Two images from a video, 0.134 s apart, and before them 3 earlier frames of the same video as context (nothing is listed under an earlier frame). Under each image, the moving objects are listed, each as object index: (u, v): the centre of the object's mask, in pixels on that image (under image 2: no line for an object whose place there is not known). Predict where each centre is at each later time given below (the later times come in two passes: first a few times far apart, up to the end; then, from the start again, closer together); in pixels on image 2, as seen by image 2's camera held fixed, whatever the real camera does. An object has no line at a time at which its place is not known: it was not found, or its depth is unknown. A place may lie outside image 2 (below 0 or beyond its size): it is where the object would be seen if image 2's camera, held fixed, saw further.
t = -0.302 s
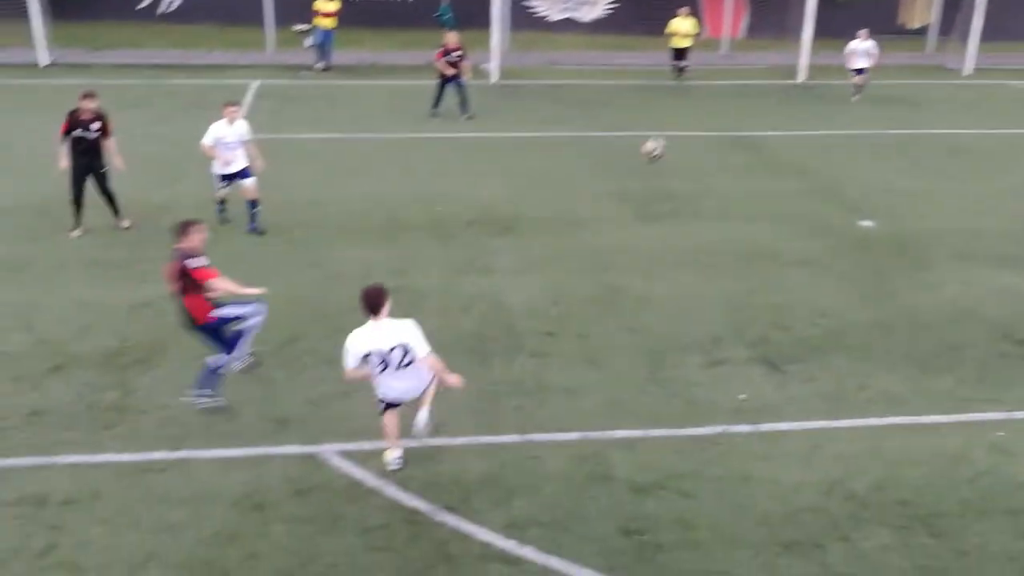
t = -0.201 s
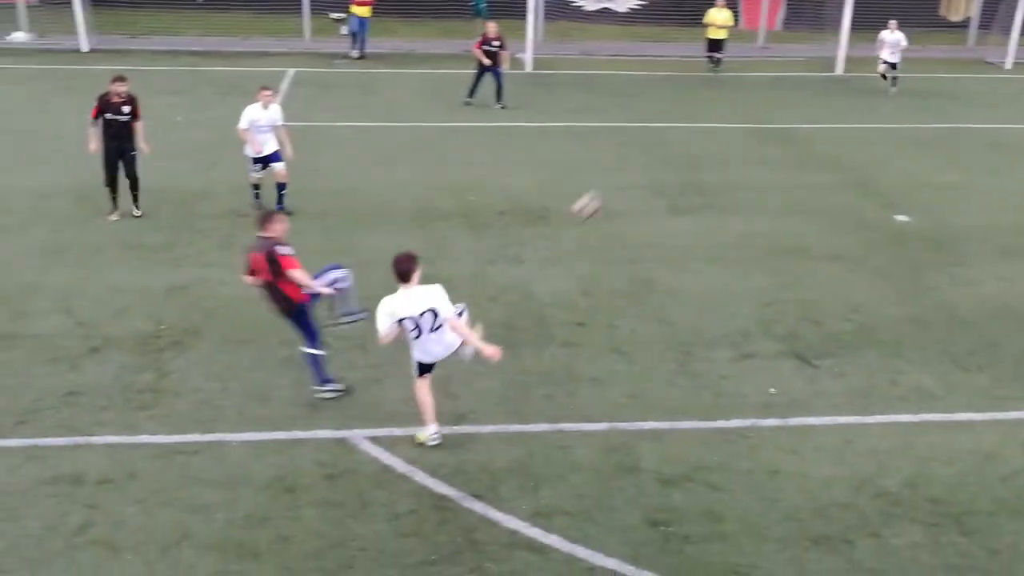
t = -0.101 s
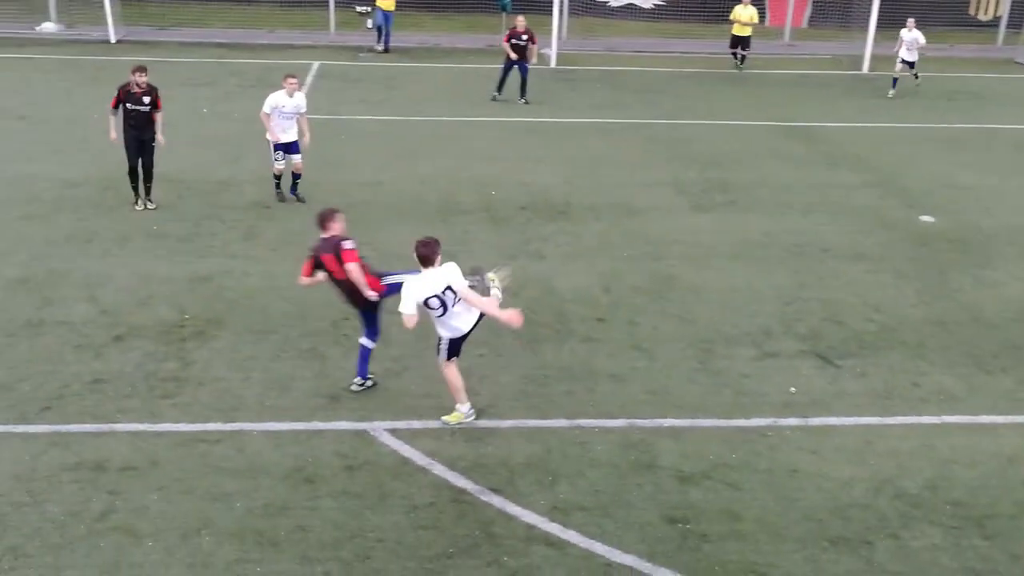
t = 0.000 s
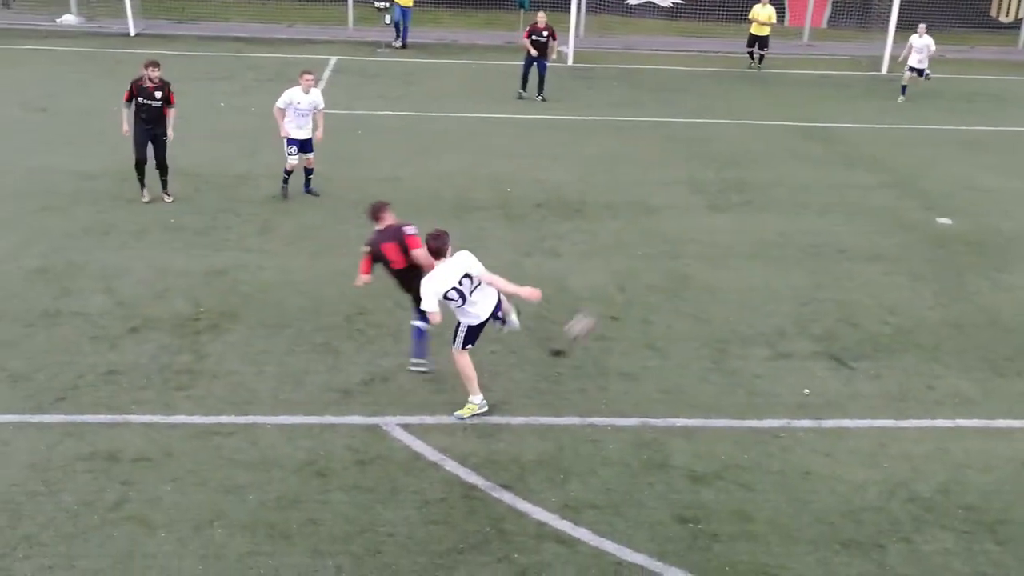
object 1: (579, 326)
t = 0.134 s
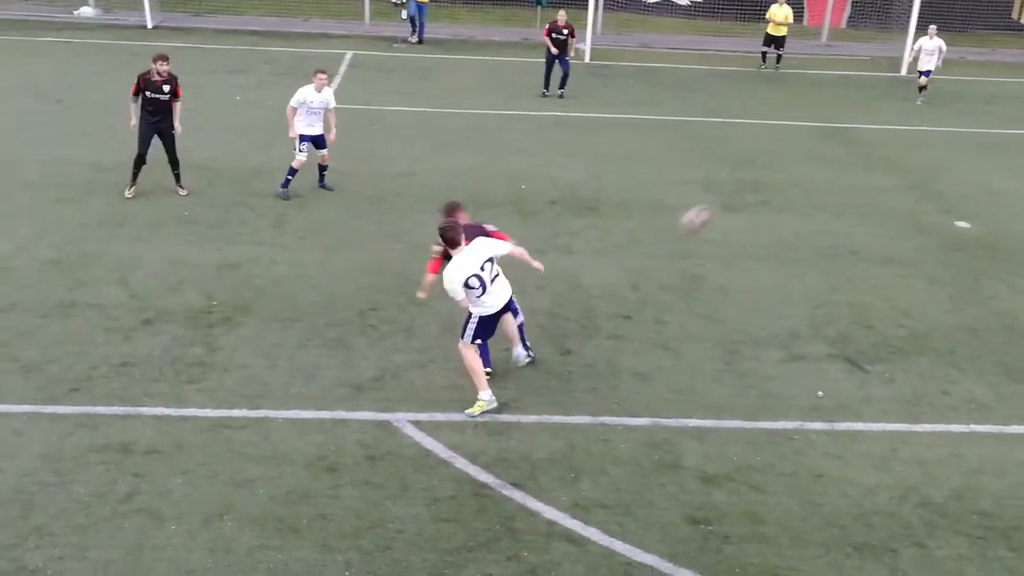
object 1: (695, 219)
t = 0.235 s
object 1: (772, 151)
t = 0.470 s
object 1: (938, 42)
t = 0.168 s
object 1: (720, 194)
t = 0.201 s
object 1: (747, 171)
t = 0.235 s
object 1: (772, 151)
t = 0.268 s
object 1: (796, 133)
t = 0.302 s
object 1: (822, 113)
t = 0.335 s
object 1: (846, 96)
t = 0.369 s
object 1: (870, 82)
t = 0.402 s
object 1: (891, 68)
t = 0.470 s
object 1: (938, 42)
